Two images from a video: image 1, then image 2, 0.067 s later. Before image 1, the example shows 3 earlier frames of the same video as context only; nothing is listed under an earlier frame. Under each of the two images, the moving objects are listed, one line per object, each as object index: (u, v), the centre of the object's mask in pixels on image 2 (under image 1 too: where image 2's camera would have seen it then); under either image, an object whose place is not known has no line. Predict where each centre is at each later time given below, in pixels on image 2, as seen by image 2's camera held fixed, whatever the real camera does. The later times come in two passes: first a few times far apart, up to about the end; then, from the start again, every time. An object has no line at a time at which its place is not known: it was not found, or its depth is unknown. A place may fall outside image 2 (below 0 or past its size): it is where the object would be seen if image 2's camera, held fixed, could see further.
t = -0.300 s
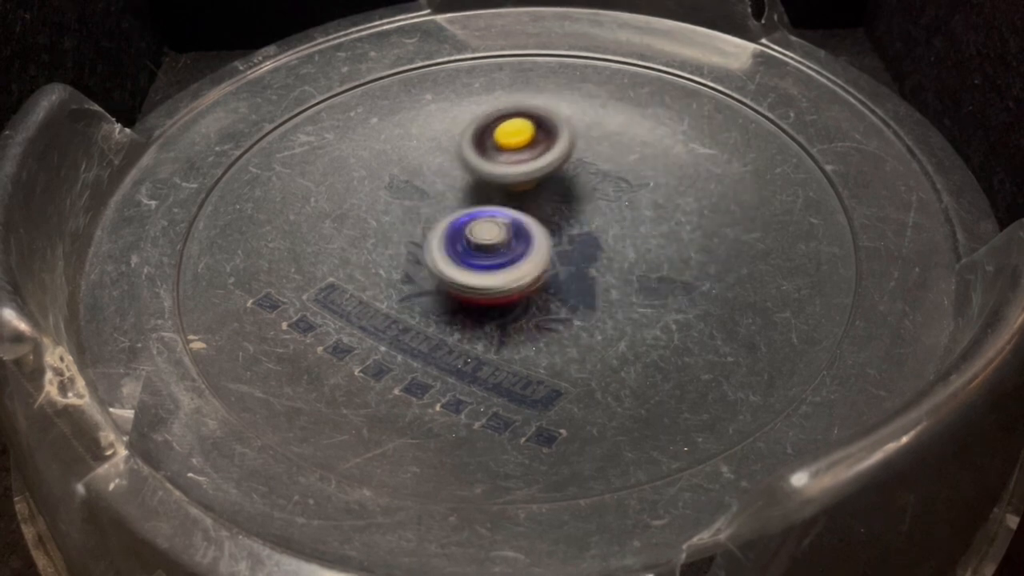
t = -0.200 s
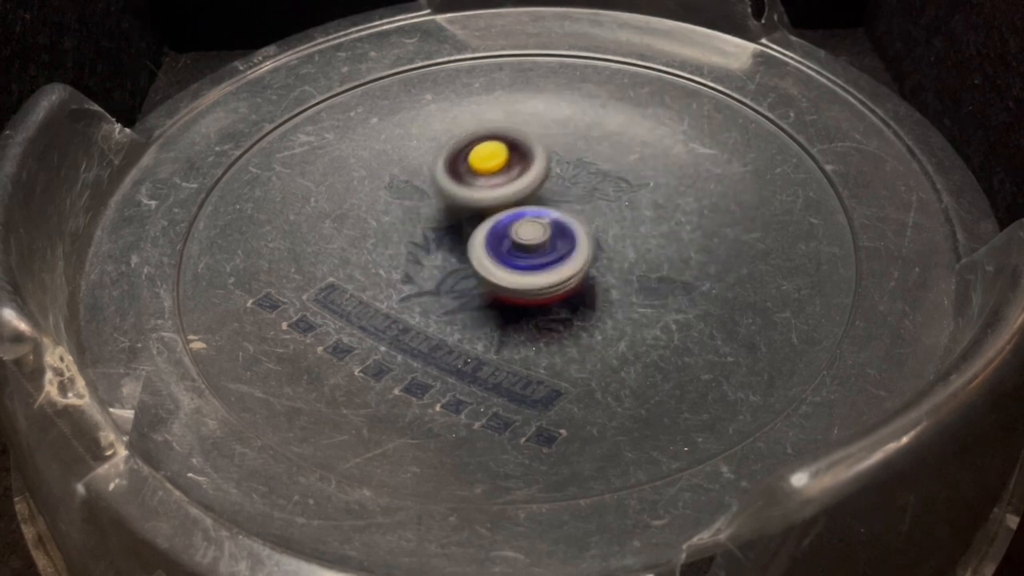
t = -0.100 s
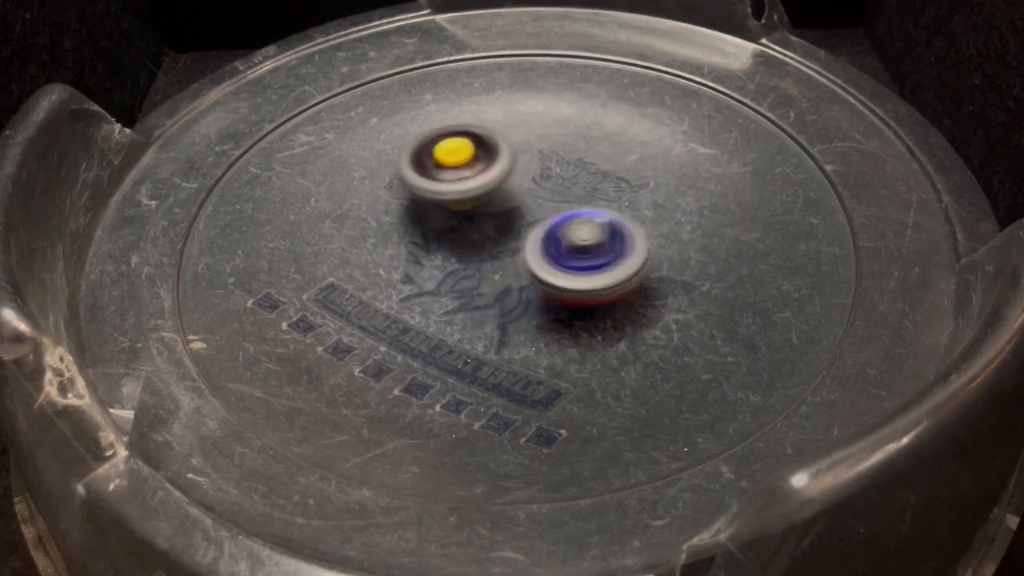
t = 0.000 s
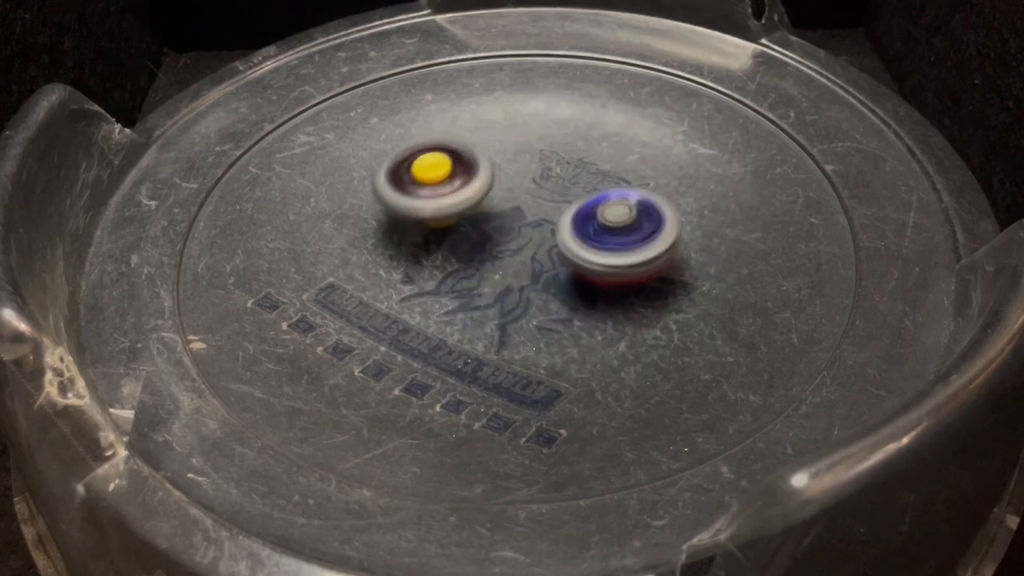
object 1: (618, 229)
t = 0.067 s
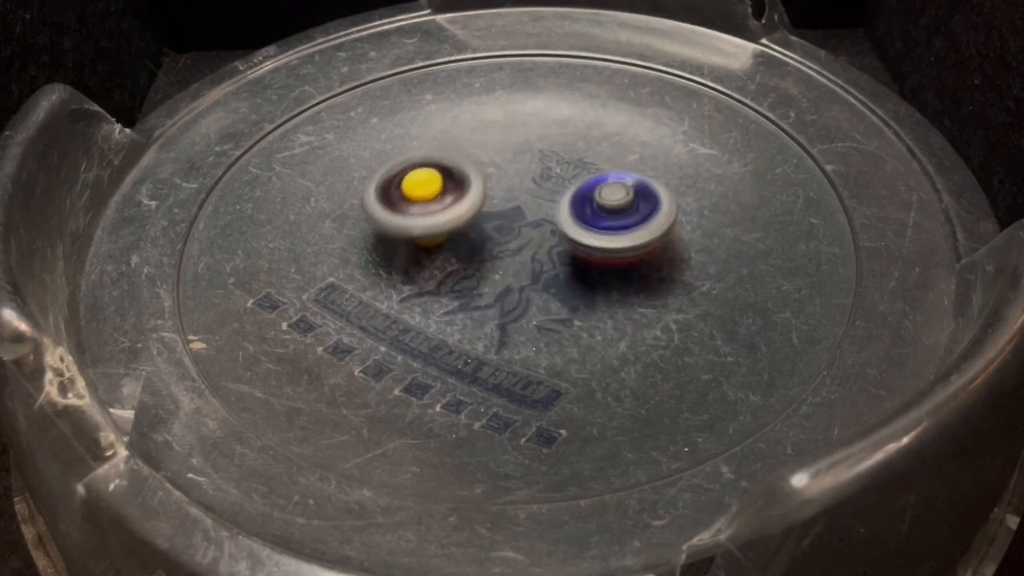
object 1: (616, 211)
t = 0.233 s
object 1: (546, 198)
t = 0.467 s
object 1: (539, 222)
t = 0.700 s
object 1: (555, 237)
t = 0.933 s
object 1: (547, 240)
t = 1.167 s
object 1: (525, 214)
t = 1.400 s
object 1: (489, 147)
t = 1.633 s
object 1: (422, 170)
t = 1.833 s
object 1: (476, 202)
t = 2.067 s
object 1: (548, 162)
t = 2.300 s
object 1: (525, 120)
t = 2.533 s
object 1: (512, 189)
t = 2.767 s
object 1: (598, 256)
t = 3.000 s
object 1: (643, 245)
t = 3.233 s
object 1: (603, 244)
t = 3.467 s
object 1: (566, 251)
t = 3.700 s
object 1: (532, 276)
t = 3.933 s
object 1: (540, 269)
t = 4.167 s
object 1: (539, 257)
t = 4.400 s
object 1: (540, 238)
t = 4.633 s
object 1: (569, 244)
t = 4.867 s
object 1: (547, 239)
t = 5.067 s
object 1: (516, 258)
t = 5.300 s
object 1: (493, 267)
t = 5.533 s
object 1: (481, 250)
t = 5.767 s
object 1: (462, 246)
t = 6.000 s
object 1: (478, 228)
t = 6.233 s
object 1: (481, 216)
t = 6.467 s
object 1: (480, 209)
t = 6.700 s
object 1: (482, 217)
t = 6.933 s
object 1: (451, 204)
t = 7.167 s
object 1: (446, 209)
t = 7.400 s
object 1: (475, 205)
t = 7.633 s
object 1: (478, 168)
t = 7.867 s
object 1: (502, 180)
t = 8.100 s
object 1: (547, 202)
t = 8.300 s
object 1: (568, 220)
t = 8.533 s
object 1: (542, 247)
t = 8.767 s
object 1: (507, 266)
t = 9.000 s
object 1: (506, 260)
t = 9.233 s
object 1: (507, 239)
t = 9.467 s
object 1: (559, 238)
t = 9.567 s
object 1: (568, 240)
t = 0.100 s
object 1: (607, 205)
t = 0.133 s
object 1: (594, 200)
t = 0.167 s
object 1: (579, 197)
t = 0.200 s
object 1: (563, 196)
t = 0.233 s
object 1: (546, 198)
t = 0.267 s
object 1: (530, 201)
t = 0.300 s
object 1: (520, 204)
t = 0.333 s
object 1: (524, 204)
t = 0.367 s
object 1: (527, 208)
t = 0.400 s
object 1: (529, 214)
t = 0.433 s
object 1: (533, 216)
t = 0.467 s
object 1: (539, 222)
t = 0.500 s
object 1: (542, 227)
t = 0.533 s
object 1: (544, 230)
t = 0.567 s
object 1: (547, 233)
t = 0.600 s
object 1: (550, 235)
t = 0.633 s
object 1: (553, 237)
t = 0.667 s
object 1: (554, 237)
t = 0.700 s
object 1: (555, 237)
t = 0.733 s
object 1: (556, 239)
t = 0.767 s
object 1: (556, 238)
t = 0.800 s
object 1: (556, 239)
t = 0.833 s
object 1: (554, 239)
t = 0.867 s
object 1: (552, 240)
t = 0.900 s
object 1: (549, 241)
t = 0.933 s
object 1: (547, 240)
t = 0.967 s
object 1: (550, 234)
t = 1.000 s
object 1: (553, 228)
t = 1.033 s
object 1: (551, 225)
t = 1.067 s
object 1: (547, 220)
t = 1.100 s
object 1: (541, 217)
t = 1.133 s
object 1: (533, 216)
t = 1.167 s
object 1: (525, 214)
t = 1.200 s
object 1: (516, 215)
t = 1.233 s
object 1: (507, 215)
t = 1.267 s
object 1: (509, 199)
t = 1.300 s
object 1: (511, 182)
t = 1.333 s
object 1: (507, 168)
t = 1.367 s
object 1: (500, 156)
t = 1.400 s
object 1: (489, 147)
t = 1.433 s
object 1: (477, 140)
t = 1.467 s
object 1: (463, 138)
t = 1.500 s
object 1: (449, 139)
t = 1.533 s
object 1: (438, 143)
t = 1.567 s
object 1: (428, 150)
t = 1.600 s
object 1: (423, 159)
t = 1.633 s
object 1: (422, 170)
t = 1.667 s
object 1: (423, 183)
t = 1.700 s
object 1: (430, 196)
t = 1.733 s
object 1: (442, 207)
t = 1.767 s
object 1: (453, 209)
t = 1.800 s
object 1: (464, 205)
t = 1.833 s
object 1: (476, 202)
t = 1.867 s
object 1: (489, 199)
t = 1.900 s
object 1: (500, 195)
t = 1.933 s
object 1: (512, 191)
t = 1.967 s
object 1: (522, 187)
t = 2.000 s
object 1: (531, 182)
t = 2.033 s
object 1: (538, 177)
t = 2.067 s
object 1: (548, 162)
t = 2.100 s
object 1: (553, 149)
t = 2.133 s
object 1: (554, 137)
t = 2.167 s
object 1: (550, 128)
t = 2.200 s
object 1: (545, 122)
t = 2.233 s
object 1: (539, 118)
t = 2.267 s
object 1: (532, 118)
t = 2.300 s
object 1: (525, 120)
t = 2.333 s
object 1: (519, 126)
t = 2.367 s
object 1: (513, 134)
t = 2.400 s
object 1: (506, 145)
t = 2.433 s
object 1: (501, 158)
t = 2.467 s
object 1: (502, 169)
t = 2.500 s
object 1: (508, 178)
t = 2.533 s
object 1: (512, 189)
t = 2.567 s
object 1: (520, 201)
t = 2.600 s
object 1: (529, 212)
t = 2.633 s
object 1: (540, 225)
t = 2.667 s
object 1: (553, 235)
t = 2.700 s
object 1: (569, 245)
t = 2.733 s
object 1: (584, 251)
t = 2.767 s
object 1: (598, 256)
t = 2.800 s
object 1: (614, 261)
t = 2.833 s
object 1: (627, 261)
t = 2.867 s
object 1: (640, 260)
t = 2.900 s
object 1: (649, 257)
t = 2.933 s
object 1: (652, 253)
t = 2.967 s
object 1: (650, 249)
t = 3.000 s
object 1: (643, 245)
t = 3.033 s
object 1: (635, 241)
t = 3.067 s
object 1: (627, 240)
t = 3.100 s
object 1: (613, 237)
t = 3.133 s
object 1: (597, 237)
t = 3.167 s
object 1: (598, 239)
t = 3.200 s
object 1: (601, 242)
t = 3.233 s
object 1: (603, 244)
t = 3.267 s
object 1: (604, 246)
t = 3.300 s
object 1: (601, 247)
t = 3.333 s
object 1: (597, 247)
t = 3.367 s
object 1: (590, 248)
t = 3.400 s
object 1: (582, 249)
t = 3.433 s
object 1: (575, 250)
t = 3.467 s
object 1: (566, 251)
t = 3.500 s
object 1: (554, 253)
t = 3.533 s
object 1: (542, 253)
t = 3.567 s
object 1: (528, 255)
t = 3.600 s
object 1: (516, 259)
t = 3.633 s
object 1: (524, 266)
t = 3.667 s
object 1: (531, 273)
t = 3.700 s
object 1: (532, 276)
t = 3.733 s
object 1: (536, 281)
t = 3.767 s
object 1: (539, 282)
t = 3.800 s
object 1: (541, 281)
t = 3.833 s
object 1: (541, 278)
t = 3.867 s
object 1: (542, 278)
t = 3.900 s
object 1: (542, 273)
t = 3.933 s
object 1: (540, 269)
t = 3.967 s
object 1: (536, 264)
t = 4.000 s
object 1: (530, 261)
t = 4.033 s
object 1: (526, 256)
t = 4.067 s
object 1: (519, 252)
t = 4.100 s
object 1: (526, 253)
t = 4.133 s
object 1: (532, 255)
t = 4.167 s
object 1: (539, 257)
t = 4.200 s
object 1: (543, 253)
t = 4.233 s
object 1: (543, 253)
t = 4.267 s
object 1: (545, 250)
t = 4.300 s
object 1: (545, 246)
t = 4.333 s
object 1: (543, 242)
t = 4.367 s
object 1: (540, 239)
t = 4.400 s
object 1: (540, 238)
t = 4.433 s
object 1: (548, 241)
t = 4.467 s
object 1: (554, 244)
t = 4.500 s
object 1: (560, 244)
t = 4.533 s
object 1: (565, 244)
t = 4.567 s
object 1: (566, 243)
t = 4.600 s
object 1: (568, 243)
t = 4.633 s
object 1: (569, 244)
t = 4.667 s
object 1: (568, 239)
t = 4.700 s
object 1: (567, 242)
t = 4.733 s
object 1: (565, 241)
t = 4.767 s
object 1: (560, 236)
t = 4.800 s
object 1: (554, 236)
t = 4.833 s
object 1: (550, 236)
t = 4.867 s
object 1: (547, 239)
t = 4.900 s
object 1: (541, 243)
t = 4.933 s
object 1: (538, 248)
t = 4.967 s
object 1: (532, 250)
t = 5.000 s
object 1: (526, 253)
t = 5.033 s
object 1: (522, 260)
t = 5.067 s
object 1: (516, 258)
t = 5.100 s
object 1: (511, 261)
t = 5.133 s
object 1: (509, 266)
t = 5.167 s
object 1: (504, 263)
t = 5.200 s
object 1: (500, 265)
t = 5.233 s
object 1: (498, 266)
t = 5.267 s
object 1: (494, 267)
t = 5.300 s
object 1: (493, 267)
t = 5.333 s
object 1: (491, 265)
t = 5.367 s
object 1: (488, 261)
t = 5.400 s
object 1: (487, 264)
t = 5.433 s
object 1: (485, 261)
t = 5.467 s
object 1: (484, 259)
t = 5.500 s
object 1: (483, 256)
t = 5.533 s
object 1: (481, 250)
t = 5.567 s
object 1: (476, 252)
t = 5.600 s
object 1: (471, 252)
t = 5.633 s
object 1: (465, 250)
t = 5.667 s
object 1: (464, 250)
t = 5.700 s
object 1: (462, 247)
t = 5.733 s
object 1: (461, 246)
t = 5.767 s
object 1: (462, 246)
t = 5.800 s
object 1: (463, 240)
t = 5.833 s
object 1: (465, 242)
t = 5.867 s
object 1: (467, 238)
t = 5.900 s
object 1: (469, 236)
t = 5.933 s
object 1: (475, 233)
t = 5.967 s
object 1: (476, 229)
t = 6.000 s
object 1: (478, 228)
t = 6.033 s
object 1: (477, 224)
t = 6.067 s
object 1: (474, 222)
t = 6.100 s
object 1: (476, 220)
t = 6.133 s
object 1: (475, 218)
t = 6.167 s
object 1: (478, 218)
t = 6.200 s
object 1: (479, 216)
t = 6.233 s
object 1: (481, 216)
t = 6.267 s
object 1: (484, 215)
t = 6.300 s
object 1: (485, 215)
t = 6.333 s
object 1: (491, 215)
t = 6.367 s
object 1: (493, 214)
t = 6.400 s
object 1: (489, 212)
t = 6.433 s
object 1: (486, 208)
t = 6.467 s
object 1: (480, 209)
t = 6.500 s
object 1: (481, 209)
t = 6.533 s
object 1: (478, 209)
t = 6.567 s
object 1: (479, 211)
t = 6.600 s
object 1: (478, 211)
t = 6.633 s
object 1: (479, 214)
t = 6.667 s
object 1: (481, 215)
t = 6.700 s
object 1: (482, 217)
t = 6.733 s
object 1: (485, 219)
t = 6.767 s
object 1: (486, 219)
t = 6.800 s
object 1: (486, 217)
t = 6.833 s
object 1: (472, 210)
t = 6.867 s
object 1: (464, 207)
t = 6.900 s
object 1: (455, 204)
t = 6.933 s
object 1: (451, 204)
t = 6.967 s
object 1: (445, 202)
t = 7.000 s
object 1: (443, 203)
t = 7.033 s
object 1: (441, 202)
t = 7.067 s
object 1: (440, 205)
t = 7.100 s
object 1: (441, 205)
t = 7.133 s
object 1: (441, 208)
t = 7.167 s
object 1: (446, 209)
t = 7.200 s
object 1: (447, 211)
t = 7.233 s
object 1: (454, 213)
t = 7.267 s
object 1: (456, 216)
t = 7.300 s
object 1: (466, 217)
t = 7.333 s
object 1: (470, 219)
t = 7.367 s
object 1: (479, 218)
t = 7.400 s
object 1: (475, 205)
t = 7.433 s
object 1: (476, 194)
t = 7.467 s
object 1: (474, 190)
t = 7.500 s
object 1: (474, 181)
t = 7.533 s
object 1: (473, 179)
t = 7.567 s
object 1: (474, 172)
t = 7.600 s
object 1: (475, 171)
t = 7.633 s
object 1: (478, 168)
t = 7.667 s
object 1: (480, 168)
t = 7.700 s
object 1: (484, 167)
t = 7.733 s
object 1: (485, 169)
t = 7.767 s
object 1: (489, 170)
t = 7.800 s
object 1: (493, 174)
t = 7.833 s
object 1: (496, 175)
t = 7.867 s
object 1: (502, 180)
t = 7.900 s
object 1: (507, 183)
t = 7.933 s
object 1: (513, 191)
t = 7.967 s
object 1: (517, 193)
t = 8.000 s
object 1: (526, 199)
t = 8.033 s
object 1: (532, 198)
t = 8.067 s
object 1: (543, 200)
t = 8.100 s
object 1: (547, 202)
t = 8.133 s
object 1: (555, 204)
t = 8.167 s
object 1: (559, 207)
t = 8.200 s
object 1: (562, 207)
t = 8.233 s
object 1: (565, 213)
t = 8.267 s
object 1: (565, 213)
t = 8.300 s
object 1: (568, 220)
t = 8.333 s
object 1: (564, 221)
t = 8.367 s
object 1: (565, 227)
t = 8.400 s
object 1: (560, 230)
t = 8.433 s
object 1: (558, 232)
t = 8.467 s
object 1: (554, 241)
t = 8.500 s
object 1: (547, 240)
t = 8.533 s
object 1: (542, 247)
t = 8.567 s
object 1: (533, 248)
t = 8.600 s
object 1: (528, 251)
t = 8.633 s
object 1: (519, 258)
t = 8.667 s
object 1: (511, 254)
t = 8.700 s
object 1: (504, 260)
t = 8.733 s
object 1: (506, 261)
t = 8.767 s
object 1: (507, 266)
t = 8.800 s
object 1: (505, 270)
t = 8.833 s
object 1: (506, 265)
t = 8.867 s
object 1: (506, 269)
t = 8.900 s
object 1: (505, 265)
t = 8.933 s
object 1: (508, 266)
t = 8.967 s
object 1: (506, 266)
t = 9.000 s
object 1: (506, 260)
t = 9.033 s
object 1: (508, 262)
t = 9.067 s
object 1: (505, 256)
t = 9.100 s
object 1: (510, 252)
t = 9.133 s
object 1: (508, 253)
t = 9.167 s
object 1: (507, 245)
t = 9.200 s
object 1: (510, 246)
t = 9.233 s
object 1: (507, 239)
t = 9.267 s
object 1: (513, 239)
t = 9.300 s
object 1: (527, 242)
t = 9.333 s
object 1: (532, 238)
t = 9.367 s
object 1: (544, 240)
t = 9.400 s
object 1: (548, 243)
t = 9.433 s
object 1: (551, 241)
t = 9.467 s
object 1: (559, 238)
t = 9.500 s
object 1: (561, 241)
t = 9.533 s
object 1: (563, 235)
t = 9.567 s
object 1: (568, 240)
